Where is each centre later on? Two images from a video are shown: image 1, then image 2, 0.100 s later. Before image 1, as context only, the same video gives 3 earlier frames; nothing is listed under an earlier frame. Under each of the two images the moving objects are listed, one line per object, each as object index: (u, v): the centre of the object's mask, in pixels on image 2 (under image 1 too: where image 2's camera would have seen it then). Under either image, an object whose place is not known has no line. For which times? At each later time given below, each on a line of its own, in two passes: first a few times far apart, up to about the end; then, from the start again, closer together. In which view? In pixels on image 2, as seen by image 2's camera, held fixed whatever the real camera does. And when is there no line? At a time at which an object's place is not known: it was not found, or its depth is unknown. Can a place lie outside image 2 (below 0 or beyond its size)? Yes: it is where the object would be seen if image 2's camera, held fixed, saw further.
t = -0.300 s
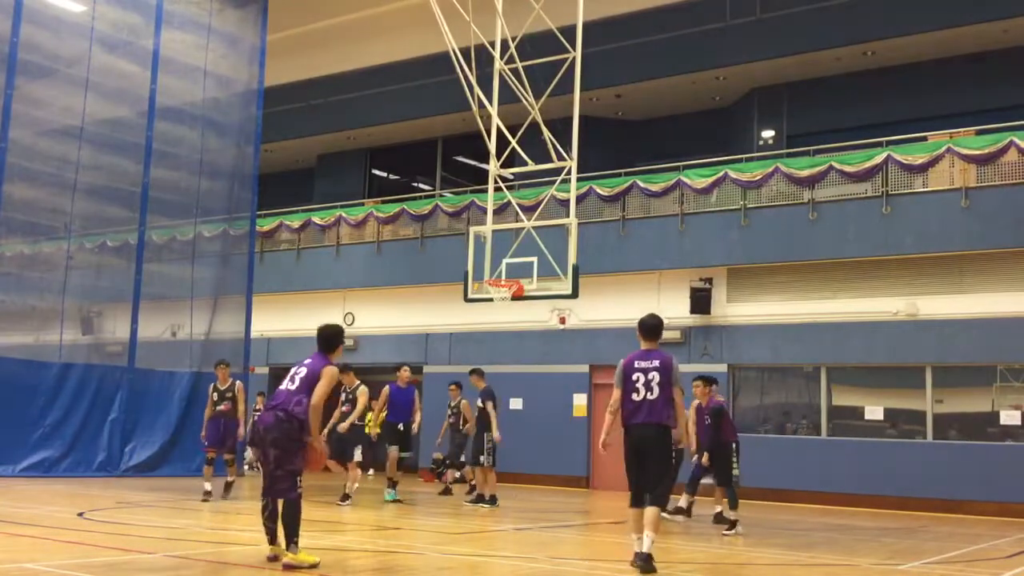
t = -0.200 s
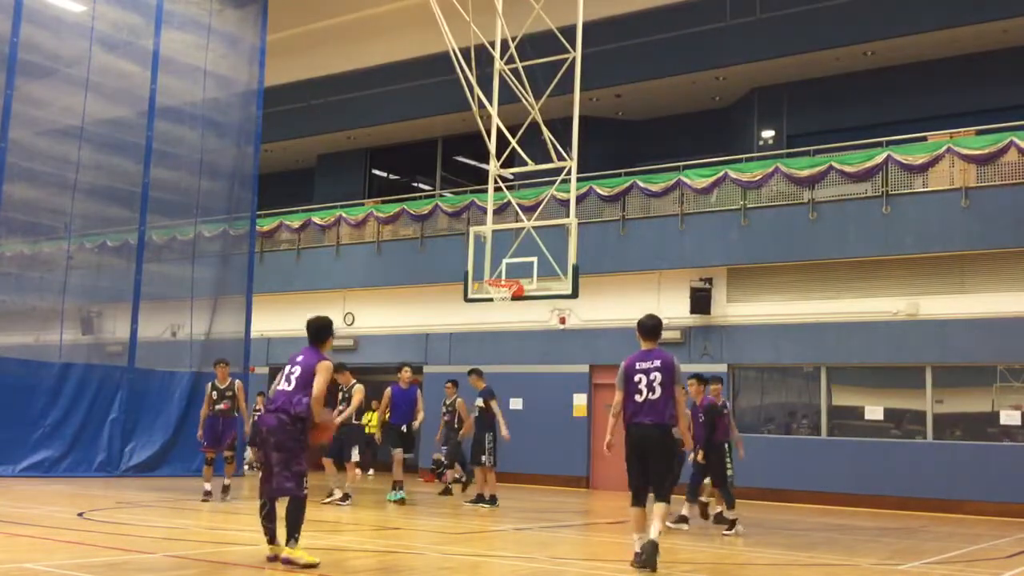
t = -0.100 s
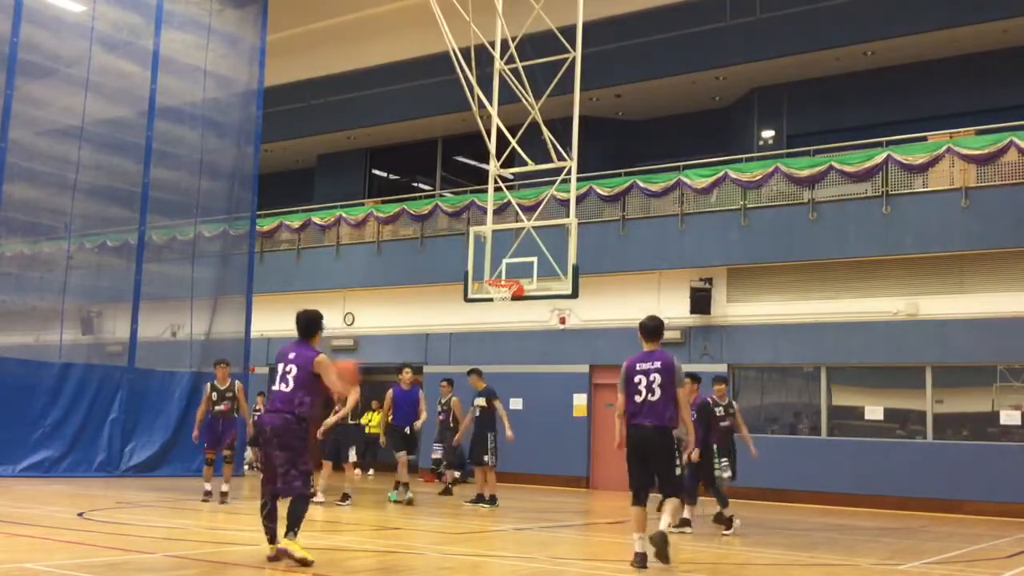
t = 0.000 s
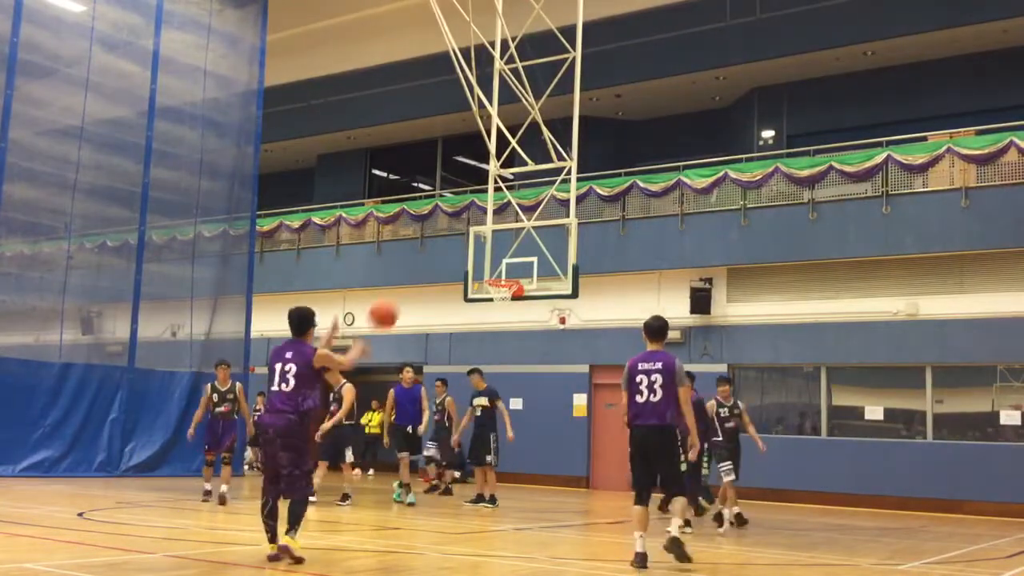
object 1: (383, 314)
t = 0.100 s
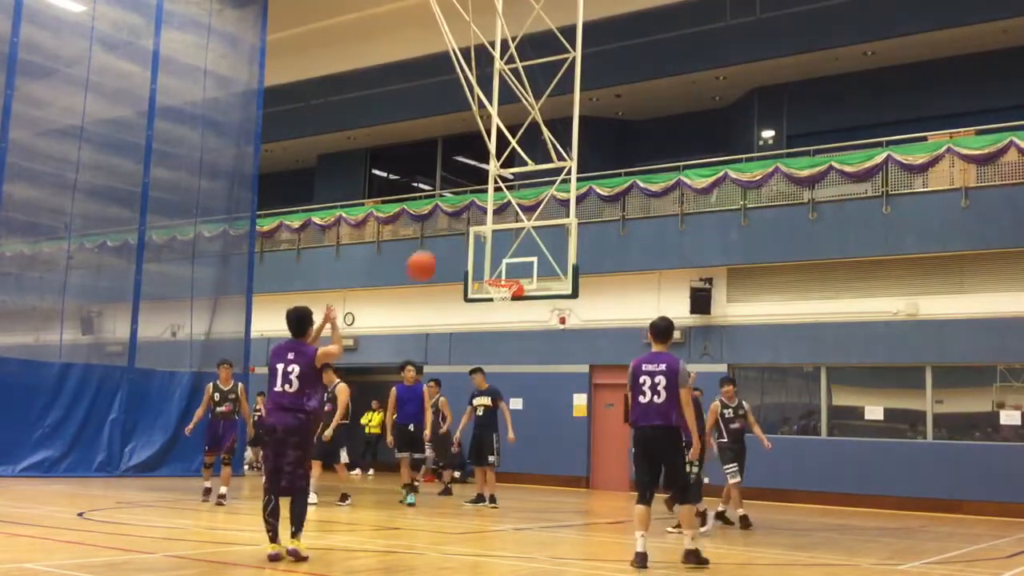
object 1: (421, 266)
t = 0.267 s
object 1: (473, 219)
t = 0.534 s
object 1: (538, 210)
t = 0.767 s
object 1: (584, 252)
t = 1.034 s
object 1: (623, 344)
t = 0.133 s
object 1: (433, 254)
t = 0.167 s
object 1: (444, 243)
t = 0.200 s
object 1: (453, 233)
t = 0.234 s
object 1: (463, 226)
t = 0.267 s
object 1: (473, 219)
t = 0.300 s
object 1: (483, 215)
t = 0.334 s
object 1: (492, 211)
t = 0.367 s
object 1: (500, 207)
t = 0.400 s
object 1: (508, 207)
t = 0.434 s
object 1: (516, 206)
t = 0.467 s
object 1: (524, 206)
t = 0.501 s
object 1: (532, 208)
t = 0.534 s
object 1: (538, 210)
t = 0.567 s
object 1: (546, 214)
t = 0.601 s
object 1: (553, 217)
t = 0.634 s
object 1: (559, 223)
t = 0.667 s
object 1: (565, 229)
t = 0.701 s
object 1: (571, 236)
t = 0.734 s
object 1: (578, 244)
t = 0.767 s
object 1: (584, 252)
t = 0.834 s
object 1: (593, 271)
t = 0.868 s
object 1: (598, 281)
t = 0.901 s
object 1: (604, 294)
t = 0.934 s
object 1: (609, 305)
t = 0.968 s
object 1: (613, 317)
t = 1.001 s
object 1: (618, 331)
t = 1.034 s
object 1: (623, 344)
